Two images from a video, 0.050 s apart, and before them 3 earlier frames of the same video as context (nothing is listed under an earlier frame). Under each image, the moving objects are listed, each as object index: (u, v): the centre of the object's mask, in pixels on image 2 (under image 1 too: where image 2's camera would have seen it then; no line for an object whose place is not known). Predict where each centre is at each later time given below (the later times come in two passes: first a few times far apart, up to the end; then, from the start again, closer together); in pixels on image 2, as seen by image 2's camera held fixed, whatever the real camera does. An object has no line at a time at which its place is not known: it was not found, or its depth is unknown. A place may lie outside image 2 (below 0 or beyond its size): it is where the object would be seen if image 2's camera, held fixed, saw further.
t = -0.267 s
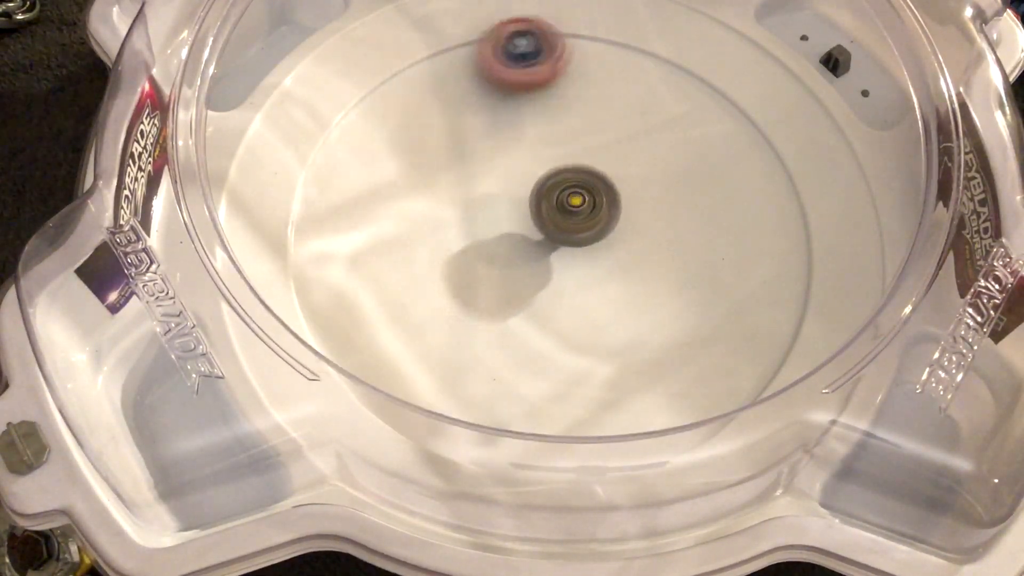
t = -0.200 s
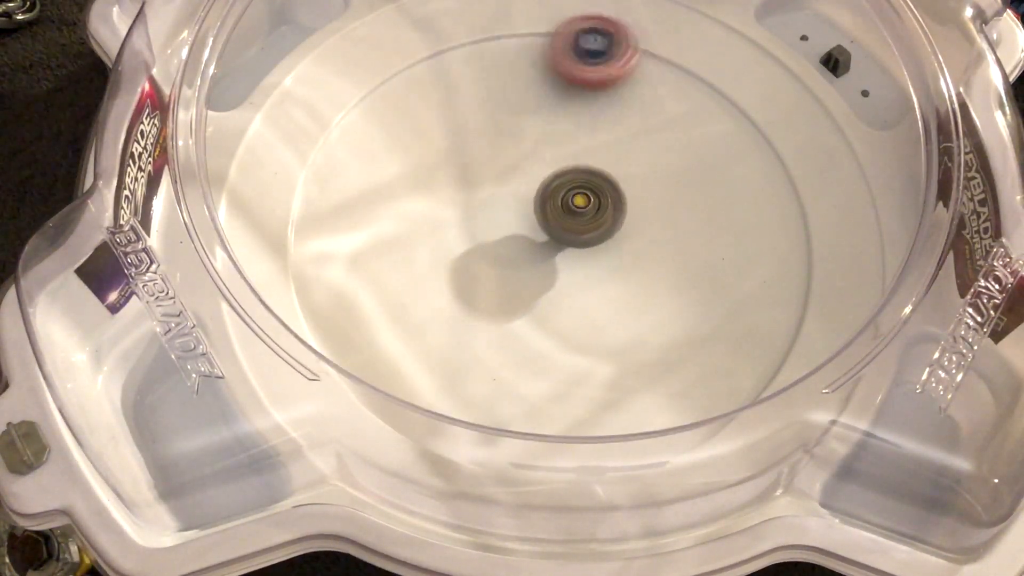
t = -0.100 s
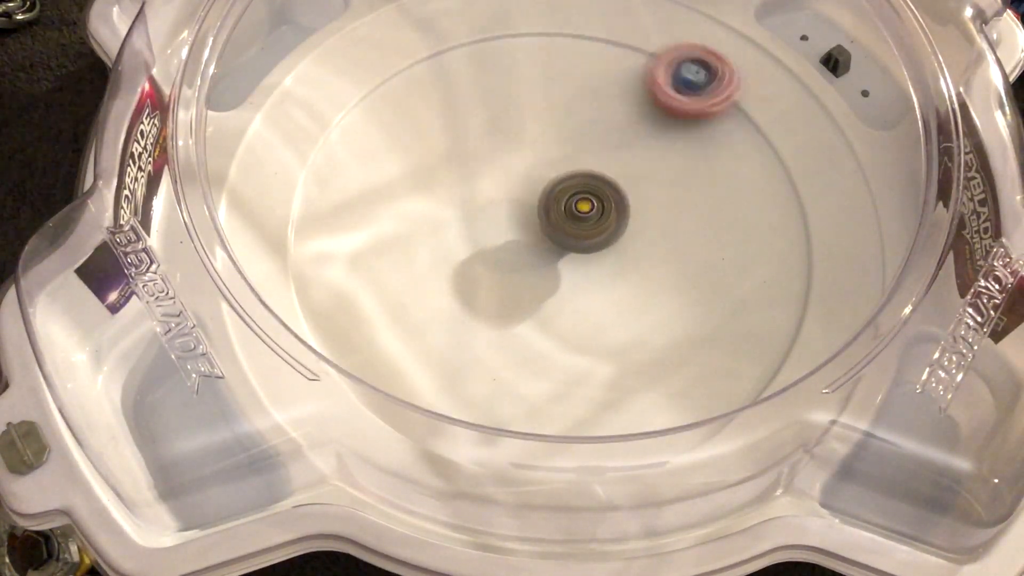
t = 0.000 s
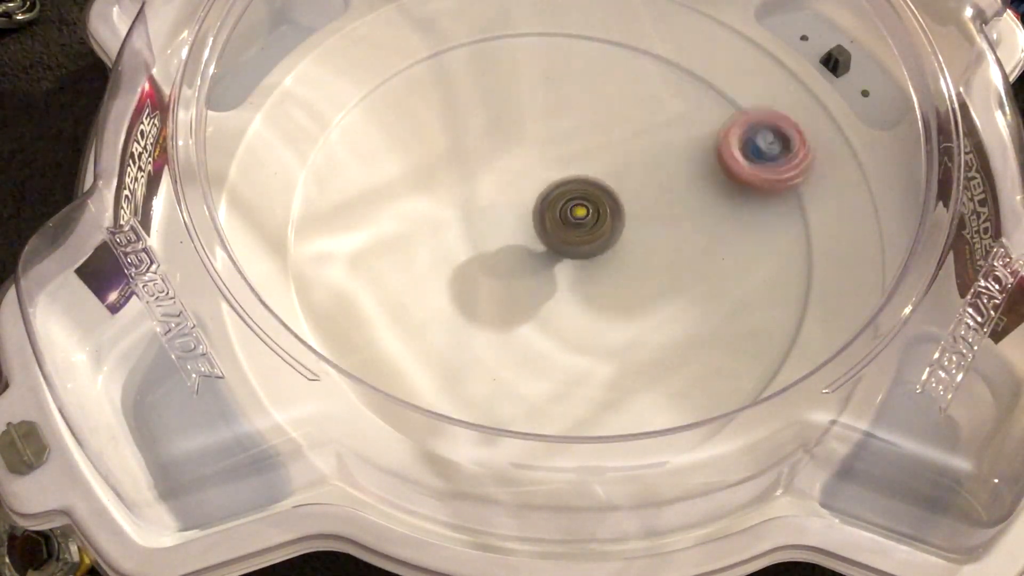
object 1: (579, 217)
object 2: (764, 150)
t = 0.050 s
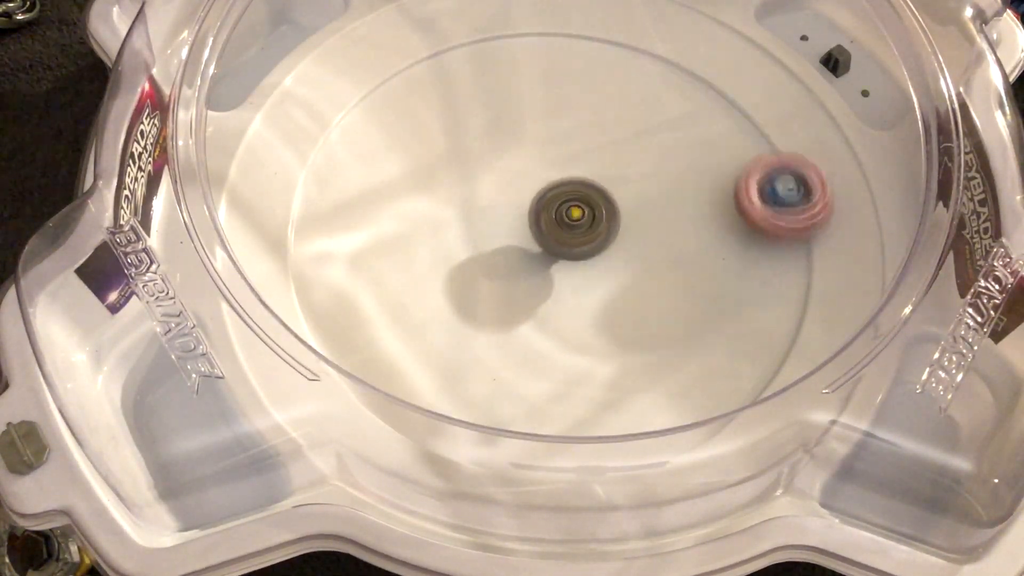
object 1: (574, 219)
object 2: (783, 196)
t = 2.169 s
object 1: (574, 222)
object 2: (675, 100)
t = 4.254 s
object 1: (556, 227)
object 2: (576, 60)
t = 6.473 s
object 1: (563, 220)
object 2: (612, 88)
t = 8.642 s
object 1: (559, 213)
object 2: (602, 103)
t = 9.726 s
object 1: (563, 218)
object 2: (616, 101)
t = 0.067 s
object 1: (572, 219)
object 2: (786, 212)
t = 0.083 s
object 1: (570, 219)
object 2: (787, 227)
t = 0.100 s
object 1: (569, 219)
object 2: (787, 244)
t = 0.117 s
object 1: (567, 218)
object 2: (784, 260)
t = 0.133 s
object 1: (565, 218)
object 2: (780, 277)
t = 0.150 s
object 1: (563, 217)
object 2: (774, 294)
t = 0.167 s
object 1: (561, 216)
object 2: (765, 308)
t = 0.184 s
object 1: (559, 216)
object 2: (756, 323)
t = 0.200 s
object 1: (558, 214)
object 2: (743, 339)
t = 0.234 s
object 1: (555, 212)
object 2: (715, 363)
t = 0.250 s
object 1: (554, 211)
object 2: (699, 373)
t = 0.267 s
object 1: (553, 210)
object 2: (679, 381)
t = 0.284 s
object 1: (552, 209)
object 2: (660, 387)
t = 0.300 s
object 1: (551, 208)
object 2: (639, 392)
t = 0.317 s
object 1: (551, 207)
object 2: (618, 395)
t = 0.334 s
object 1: (551, 206)
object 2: (597, 397)
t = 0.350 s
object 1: (550, 205)
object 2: (576, 397)
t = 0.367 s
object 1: (551, 204)
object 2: (555, 395)
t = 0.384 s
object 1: (551, 203)
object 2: (534, 393)
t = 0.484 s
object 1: (554, 200)
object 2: (425, 339)
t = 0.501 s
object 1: (555, 200)
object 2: (411, 324)
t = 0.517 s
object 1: (556, 200)
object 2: (399, 309)
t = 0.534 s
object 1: (557, 201)
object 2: (389, 293)
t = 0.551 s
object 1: (557, 201)
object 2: (381, 278)
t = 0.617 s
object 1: (559, 205)
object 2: (369, 212)
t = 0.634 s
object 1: (559, 206)
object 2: (370, 194)
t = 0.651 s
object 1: (559, 207)
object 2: (372, 180)
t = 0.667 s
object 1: (559, 208)
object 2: (377, 164)
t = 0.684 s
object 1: (559, 209)
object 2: (383, 149)
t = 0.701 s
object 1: (558, 210)
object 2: (390, 135)
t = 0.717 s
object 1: (558, 211)
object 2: (399, 121)
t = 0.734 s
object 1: (557, 212)
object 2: (409, 110)
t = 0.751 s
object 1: (557, 213)
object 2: (419, 97)
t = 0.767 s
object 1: (556, 214)
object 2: (432, 86)
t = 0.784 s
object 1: (555, 215)
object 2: (444, 77)
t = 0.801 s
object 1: (554, 216)
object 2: (458, 68)
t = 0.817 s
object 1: (552, 216)
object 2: (473, 60)
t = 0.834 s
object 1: (551, 217)
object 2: (487, 53)
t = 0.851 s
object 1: (550, 217)
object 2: (502, 48)
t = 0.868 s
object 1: (549, 217)
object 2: (518, 44)
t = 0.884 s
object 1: (548, 218)
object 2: (533, 41)
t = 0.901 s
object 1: (546, 218)
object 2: (551, 39)
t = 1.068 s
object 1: (540, 216)
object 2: (703, 86)
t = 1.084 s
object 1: (540, 216)
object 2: (715, 97)
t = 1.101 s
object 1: (540, 215)
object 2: (725, 110)
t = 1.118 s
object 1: (541, 215)
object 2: (735, 123)
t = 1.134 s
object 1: (541, 215)
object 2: (743, 136)
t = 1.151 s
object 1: (541, 214)
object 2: (750, 152)
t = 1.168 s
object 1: (541, 214)
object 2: (755, 166)
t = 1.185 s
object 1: (542, 214)
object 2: (760, 182)
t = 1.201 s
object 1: (544, 214)
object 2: (761, 198)
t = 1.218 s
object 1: (544, 214)
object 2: (762, 213)
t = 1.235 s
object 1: (546, 214)
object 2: (761, 229)
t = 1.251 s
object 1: (547, 214)
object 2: (758, 247)
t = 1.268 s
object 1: (548, 214)
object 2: (753, 264)
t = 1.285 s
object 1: (549, 215)
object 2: (745, 279)
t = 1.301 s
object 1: (551, 215)
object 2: (736, 295)
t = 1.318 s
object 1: (553, 215)
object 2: (726, 310)
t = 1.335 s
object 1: (554, 216)
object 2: (714, 324)
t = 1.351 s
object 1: (555, 217)
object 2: (700, 336)
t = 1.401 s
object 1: (557, 219)
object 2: (649, 367)
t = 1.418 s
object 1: (558, 219)
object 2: (629, 374)
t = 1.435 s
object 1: (558, 220)
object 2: (608, 379)
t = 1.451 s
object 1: (559, 221)
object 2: (590, 383)
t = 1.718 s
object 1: (563, 228)
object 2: (358, 233)
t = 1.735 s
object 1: (563, 228)
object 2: (356, 218)
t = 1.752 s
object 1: (563, 228)
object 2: (355, 202)
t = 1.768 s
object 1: (564, 228)
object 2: (358, 186)
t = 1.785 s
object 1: (564, 228)
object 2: (360, 173)
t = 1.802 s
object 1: (564, 228)
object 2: (366, 158)
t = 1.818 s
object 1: (564, 228)
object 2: (373, 144)
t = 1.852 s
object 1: (564, 227)
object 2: (389, 118)
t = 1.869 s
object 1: (565, 226)
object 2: (401, 107)
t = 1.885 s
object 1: (565, 226)
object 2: (412, 96)
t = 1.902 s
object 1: (566, 225)
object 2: (425, 87)
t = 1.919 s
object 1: (566, 225)
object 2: (439, 80)
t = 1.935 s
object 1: (566, 224)
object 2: (452, 73)
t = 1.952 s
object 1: (567, 224)
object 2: (468, 66)
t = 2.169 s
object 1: (574, 222)
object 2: (675, 100)
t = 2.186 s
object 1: (574, 223)
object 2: (688, 112)
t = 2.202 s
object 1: (574, 222)
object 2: (700, 123)
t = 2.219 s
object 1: (574, 223)
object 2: (711, 136)
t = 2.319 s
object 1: (573, 221)
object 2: (745, 224)
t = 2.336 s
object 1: (572, 221)
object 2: (746, 239)
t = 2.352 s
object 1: (572, 221)
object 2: (744, 257)
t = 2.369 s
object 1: (572, 220)
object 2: (741, 273)
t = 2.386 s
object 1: (571, 220)
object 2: (736, 288)
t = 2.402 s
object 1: (571, 219)
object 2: (728, 305)
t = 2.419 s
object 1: (571, 219)
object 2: (720, 316)
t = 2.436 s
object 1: (570, 218)
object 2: (710, 331)
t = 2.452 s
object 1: (570, 218)
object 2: (697, 344)
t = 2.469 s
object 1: (570, 217)
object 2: (684, 355)
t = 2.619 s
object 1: (569, 212)
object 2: (519, 390)
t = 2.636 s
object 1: (570, 212)
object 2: (499, 384)
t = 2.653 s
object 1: (570, 211)
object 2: (480, 379)
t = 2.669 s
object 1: (570, 211)
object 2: (460, 370)
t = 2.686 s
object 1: (570, 211)
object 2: (445, 360)
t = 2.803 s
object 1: (568, 211)
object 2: (376, 263)
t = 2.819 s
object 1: (568, 211)
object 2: (373, 248)
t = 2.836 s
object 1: (567, 211)
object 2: (372, 230)
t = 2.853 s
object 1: (566, 211)
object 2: (373, 217)
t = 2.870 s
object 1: (566, 211)
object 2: (375, 201)
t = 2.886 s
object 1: (565, 211)
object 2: (380, 186)
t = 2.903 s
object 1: (564, 211)
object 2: (385, 173)
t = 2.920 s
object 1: (564, 210)
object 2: (393, 159)
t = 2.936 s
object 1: (563, 210)
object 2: (400, 147)
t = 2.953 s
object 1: (563, 210)
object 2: (411, 134)
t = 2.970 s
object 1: (562, 210)
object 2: (423, 122)
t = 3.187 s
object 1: (556, 208)
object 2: (618, 75)
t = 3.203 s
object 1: (556, 208)
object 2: (634, 79)
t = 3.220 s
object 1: (556, 208)
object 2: (650, 86)
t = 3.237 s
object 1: (555, 208)
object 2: (664, 92)
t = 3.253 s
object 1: (555, 208)
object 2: (679, 100)
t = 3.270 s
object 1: (555, 208)
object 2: (691, 109)
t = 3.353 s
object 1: (554, 209)
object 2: (741, 166)
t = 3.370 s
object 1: (554, 209)
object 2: (748, 180)
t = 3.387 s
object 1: (554, 209)
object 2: (754, 194)
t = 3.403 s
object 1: (554, 210)
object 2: (757, 208)
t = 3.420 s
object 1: (554, 210)
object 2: (759, 221)
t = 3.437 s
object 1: (554, 210)
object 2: (758, 238)
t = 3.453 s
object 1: (553, 211)
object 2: (757, 252)
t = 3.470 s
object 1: (553, 211)
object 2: (753, 268)
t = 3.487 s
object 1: (553, 211)
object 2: (747, 284)
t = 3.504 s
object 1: (553, 212)
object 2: (740, 298)
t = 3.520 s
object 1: (553, 212)
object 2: (730, 312)
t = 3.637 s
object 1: (551, 214)
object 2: (623, 376)
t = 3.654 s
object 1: (551, 214)
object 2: (603, 379)
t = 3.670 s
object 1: (550, 214)
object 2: (583, 380)
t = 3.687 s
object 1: (550, 214)
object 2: (563, 380)
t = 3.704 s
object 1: (550, 215)
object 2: (543, 377)
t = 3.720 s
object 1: (550, 215)
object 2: (525, 374)
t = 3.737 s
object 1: (550, 215)
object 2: (509, 370)
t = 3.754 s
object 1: (550, 215)
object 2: (489, 362)
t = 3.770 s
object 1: (550, 216)
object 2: (473, 355)
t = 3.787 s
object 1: (550, 216)
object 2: (457, 345)
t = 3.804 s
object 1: (550, 216)
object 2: (443, 335)
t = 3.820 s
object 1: (550, 216)
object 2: (429, 321)
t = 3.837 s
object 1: (550, 216)
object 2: (419, 311)
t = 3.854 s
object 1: (550, 216)
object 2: (409, 297)
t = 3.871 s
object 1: (551, 217)
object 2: (399, 280)
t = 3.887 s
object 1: (551, 217)
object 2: (394, 268)
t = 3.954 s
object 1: (553, 218)
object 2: (385, 205)
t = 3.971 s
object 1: (553, 218)
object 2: (386, 191)
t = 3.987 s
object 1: (554, 219)
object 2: (389, 177)
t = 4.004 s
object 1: (554, 219)
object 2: (394, 163)
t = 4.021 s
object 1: (555, 219)
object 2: (398, 151)
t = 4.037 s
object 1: (555, 220)
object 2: (407, 138)
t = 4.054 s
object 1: (555, 220)
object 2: (416, 125)
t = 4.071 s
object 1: (556, 221)
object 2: (425, 114)
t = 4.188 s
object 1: (557, 225)
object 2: (515, 64)
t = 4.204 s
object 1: (557, 225)
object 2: (529, 61)
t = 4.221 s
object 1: (557, 226)
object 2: (545, 60)
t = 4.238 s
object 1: (557, 226)
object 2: (562, 59)
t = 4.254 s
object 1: (556, 227)
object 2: (576, 60)
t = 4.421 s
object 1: (553, 229)
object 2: (709, 130)
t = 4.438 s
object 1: (553, 229)
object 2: (716, 142)
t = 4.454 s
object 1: (553, 229)
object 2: (723, 155)
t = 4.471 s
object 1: (552, 229)
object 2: (729, 170)
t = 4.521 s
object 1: (552, 228)
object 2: (736, 214)
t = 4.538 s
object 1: (552, 227)
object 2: (735, 229)
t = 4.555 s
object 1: (552, 227)
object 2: (733, 246)
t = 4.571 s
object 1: (552, 226)
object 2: (730, 259)
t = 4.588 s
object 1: (552, 225)
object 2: (723, 275)
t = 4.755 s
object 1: (558, 215)
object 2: (584, 369)
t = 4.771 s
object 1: (559, 215)
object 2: (567, 370)
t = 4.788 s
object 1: (559, 214)
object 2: (546, 370)
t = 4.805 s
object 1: (561, 213)
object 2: (530, 369)
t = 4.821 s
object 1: (562, 213)
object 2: (511, 366)
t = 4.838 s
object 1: (563, 212)
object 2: (493, 362)
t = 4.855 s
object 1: (565, 212)
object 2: (477, 356)
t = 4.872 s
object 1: (566, 212)
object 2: (460, 349)
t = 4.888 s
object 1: (568, 212)
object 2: (446, 340)
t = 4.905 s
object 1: (569, 212)
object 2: (431, 330)
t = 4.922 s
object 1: (570, 212)
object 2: (419, 318)
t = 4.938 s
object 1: (572, 213)
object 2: (407, 306)
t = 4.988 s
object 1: (575, 215)
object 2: (385, 268)
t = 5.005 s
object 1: (575, 216)
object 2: (379, 251)
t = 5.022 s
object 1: (576, 217)
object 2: (377, 237)
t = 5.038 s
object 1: (575, 217)
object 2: (376, 222)
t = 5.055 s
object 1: (575, 218)
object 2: (376, 208)
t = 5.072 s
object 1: (575, 219)
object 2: (378, 195)
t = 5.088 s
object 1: (575, 220)
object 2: (381, 180)
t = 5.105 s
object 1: (575, 221)
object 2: (387, 167)
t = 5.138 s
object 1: (573, 222)
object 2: (400, 143)
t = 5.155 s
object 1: (572, 222)
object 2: (410, 131)
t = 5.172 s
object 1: (571, 223)
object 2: (420, 121)
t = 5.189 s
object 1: (570, 223)
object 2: (430, 112)
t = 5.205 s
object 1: (568, 223)
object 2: (444, 103)
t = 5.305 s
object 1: (561, 219)
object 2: (529, 76)
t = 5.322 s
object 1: (560, 218)
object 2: (544, 75)
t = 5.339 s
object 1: (559, 218)
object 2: (560, 75)
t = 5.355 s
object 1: (559, 216)
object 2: (575, 77)
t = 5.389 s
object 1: (557, 214)
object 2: (607, 84)
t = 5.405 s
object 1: (557, 213)
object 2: (621, 89)
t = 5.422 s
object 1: (557, 212)
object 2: (634, 94)
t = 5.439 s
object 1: (557, 212)
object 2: (649, 103)
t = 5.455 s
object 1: (557, 211)
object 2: (660, 111)
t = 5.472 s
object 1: (557, 209)
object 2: (673, 120)
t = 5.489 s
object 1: (558, 209)
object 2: (685, 131)
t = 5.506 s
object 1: (558, 208)
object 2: (696, 143)
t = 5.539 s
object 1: (560, 207)
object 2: (712, 165)
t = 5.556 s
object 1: (561, 206)
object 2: (718, 179)
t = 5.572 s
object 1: (563, 206)
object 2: (723, 191)
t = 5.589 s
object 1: (564, 206)
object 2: (728, 206)
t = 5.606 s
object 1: (565, 206)
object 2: (730, 220)
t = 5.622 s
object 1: (566, 207)
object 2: (731, 235)
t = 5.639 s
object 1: (567, 207)
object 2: (730, 250)
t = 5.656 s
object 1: (568, 208)
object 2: (728, 264)
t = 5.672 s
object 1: (569, 209)
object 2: (722, 279)
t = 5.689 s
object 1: (570, 210)
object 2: (717, 292)
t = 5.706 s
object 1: (570, 212)
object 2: (710, 306)
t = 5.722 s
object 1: (570, 213)
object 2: (701, 318)
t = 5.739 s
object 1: (570, 214)
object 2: (688, 330)
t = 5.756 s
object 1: (569, 216)
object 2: (678, 341)
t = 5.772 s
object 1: (568, 217)
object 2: (665, 350)
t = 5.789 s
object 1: (567, 218)
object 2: (648, 360)
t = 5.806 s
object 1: (566, 219)
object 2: (633, 365)
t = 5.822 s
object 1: (564, 219)
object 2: (616, 371)
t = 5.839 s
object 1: (562, 220)
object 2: (597, 375)
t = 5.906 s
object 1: (555, 220)
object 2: (526, 373)
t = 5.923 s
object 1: (554, 219)
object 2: (509, 369)
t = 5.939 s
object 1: (552, 219)
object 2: (494, 364)
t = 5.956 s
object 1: (551, 218)
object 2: (477, 357)
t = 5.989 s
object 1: (549, 217)
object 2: (448, 339)
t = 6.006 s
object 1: (549, 216)
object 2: (437, 328)
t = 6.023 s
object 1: (548, 216)
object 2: (425, 316)
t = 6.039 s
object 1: (548, 215)
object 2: (416, 304)
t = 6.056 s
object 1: (547, 214)
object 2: (408, 291)
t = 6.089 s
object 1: (546, 213)
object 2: (399, 265)
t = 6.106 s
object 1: (546, 212)
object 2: (396, 250)
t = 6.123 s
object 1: (546, 211)
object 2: (394, 235)
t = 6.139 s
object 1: (547, 210)
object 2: (394, 221)
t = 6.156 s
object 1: (547, 209)
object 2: (396, 207)
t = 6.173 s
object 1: (548, 209)
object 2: (400, 193)
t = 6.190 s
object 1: (549, 208)
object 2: (404, 180)
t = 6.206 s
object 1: (549, 208)
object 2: (410, 167)
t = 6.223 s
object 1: (551, 208)
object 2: (418, 156)
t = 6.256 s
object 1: (553, 208)
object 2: (436, 135)
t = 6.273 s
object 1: (555, 208)
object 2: (446, 125)
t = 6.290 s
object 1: (556, 208)
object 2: (457, 117)
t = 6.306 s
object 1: (557, 209)
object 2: (470, 109)
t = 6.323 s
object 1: (559, 210)
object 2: (483, 102)
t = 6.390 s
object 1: (562, 214)
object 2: (536, 85)
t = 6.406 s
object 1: (563, 215)
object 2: (552, 83)
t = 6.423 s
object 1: (563, 216)
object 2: (567, 83)
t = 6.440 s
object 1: (563, 217)
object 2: (581, 83)
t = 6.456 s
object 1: (563, 219)
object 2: (596, 85)
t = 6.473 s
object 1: (563, 220)
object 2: (612, 88)
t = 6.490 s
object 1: (562, 221)
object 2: (625, 91)
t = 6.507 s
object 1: (561, 222)
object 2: (638, 96)
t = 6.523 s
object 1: (561, 223)
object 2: (652, 102)
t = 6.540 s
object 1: (559, 224)
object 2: (664, 109)
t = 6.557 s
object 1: (558, 224)
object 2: (677, 117)
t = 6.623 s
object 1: (555, 226)
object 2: (713, 158)
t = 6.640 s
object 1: (554, 226)
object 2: (720, 169)
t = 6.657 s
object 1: (553, 227)
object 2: (726, 183)
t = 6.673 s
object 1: (553, 227)
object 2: (729, 195)
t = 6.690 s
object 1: (552, 227)
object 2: (732, 209)
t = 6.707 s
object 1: (551, 227)
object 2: (733, 222)
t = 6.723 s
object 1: (551, 227)
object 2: (733, 237)
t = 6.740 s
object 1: (550, 227)
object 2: (731, 250)
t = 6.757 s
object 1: (550, 227)
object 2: (726, 265)
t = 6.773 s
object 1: (549, 226)
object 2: (720, 278)
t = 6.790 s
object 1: (549, 225)
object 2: (713, 292)
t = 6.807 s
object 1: (549, 225)
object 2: (703, 304)
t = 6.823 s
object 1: (549, 224)
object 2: (693, 315)
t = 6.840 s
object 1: (549, 223)
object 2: (682, 325)
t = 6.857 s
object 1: (550, 223)
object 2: (668, 334)
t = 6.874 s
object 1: (550, 221)
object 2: (652, 343)
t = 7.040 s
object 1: (555, 217)
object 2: (486, 340)
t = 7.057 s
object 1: (556, 216)
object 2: (472, 333)
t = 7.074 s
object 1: (557, 216)
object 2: (458, 324)
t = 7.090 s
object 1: (558, 216)
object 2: (446, 314)
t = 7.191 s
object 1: (563, 216)
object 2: (402, 241)
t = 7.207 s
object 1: (563, 216)
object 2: (400, 227)
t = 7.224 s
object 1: (564, 216)
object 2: (398, 215)
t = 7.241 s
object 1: (565, 216)
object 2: (400, 200)
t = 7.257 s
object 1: (566, 216)
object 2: (402, 188)
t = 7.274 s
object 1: (567, 217)
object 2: (406, 175)
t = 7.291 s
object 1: (568, 217)
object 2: (411, 163)
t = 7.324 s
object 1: (569, 218)
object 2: (424, 142)
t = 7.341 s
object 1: (570, 219)
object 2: (432, 131)
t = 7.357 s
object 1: (570, 220)
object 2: (441, 123)
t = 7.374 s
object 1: (571, 220)
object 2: (452, 113)
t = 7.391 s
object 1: (571, 221)
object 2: (463, 105)
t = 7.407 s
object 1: (570, 221)
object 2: (475, 99)
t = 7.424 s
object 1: (570, 222)
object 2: (487, 93)
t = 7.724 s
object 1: (564, 215)
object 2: (702, 171)
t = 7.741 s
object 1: (565, 215)
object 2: (706, 185)
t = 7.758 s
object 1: (565, 214)
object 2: (710, 199)
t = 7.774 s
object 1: (566, 214)
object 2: (712, 211)
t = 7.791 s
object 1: (566, 214)
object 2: (712, 227)
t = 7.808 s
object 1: (567, 214)
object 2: (712, 237)
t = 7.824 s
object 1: (567, 214)
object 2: (708, 254)
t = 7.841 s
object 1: (567, 214)
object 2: (704, 267)
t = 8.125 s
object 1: (565, 216)
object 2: (478, 341)
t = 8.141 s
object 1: (564, 216)
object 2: (466, 335)
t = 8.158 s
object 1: (564, 215)
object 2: (452, 327)
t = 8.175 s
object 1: (563, 215)
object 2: (441, 317)
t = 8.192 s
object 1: (563, 215)
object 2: (430, 308)
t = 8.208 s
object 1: (562, 215)
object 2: (421, 295)
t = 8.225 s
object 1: (562, 215)
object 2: (414, 284)
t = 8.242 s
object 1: (561, 214)
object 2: (407, 272)
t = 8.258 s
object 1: (561, 214)
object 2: (403, 260)
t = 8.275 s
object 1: (561, 214)
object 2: (399, 246)
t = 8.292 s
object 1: (560, 214)
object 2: (397, 233)
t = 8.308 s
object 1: (560, 213)
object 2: (397, 221)
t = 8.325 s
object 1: (559, 213)
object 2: (399, 208)
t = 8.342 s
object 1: (559, 213)
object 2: (402, 195)
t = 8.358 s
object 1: (559, 213)
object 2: (405, 183)
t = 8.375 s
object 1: (559, 212)
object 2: (411, 172)
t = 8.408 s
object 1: (559, 212)
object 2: (427, 151)
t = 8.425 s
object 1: (559, 212)
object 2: (435, 142)
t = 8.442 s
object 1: (559, 212)
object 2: (444, 133)
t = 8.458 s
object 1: (559, 212)
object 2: (455, 125)
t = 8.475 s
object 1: (559, 212)
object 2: (467, 118)
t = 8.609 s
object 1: (559, 213)
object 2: (575, 98)
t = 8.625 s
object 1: (559, 213)
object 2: (589, 100)
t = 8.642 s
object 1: (559, 213)
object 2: (602, 103)
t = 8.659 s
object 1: (558, 213)
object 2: (616, 107)
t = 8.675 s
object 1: (558, 214)
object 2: (630, 114)
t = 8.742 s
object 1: (557, 214)
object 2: (675, 145)
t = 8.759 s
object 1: (557, 214)
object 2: (684, 154)
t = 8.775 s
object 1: (556, 214)
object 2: (692, 164)
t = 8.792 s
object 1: (556, 214)
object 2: (699, 176)
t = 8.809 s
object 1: (556, 214)
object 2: (705, 188)
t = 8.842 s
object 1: (556, 214)
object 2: (712, 212)
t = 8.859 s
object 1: (556, 214)
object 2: (713, 225)
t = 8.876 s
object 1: (556, 214)
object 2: (714, 240)
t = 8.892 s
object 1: (556, 214)
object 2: (712, 253)
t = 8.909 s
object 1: (556, 214)
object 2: (710, 265)
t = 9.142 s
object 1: (558, 216)
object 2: (542, 356)
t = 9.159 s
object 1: (558, 216)
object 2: (527, 353)
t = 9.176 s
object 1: (558, 217)
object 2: (511, 348)
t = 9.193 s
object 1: (558, 217)
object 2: (497, 343)
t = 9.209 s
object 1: (559, 217)
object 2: (482, 335)
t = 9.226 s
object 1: (559, 217)
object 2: (470, 328)
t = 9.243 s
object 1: (559, 218)
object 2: (459, 319)
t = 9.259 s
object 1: (559, 218)
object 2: (448, 309)
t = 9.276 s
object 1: (559, 218)
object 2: (440, 299)
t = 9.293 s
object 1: (559, 218)
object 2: (431, 287)
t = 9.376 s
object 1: (558, 219)
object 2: (414, 224)
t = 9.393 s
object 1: (558, 219)
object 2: (414, 211)
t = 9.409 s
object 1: (558, 219)
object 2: (417, 199)
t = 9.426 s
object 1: (558, 219)
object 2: (420, 187)
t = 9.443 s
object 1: (558, 219)
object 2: (425, 176)
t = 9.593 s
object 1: (560, 218)
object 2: (509, 103)
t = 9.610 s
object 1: (560, 218)
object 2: (523, 99)
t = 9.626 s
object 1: (561, 218)
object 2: (534, 97)
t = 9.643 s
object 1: (561, 218)
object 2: (548, 95)
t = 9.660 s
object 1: (562, 218)
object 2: (562, 94)
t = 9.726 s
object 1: (563, 218)
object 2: (616, 101)
